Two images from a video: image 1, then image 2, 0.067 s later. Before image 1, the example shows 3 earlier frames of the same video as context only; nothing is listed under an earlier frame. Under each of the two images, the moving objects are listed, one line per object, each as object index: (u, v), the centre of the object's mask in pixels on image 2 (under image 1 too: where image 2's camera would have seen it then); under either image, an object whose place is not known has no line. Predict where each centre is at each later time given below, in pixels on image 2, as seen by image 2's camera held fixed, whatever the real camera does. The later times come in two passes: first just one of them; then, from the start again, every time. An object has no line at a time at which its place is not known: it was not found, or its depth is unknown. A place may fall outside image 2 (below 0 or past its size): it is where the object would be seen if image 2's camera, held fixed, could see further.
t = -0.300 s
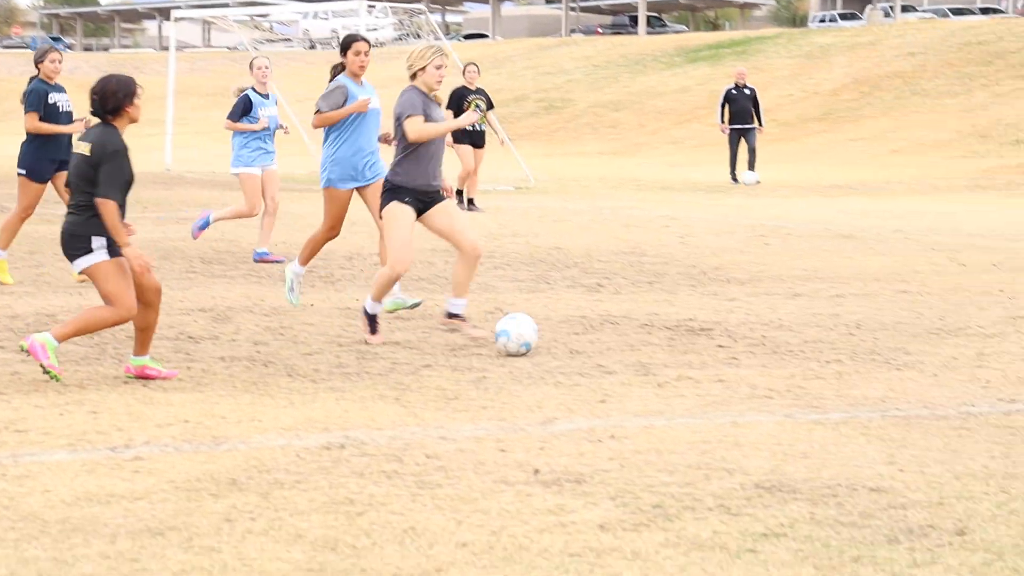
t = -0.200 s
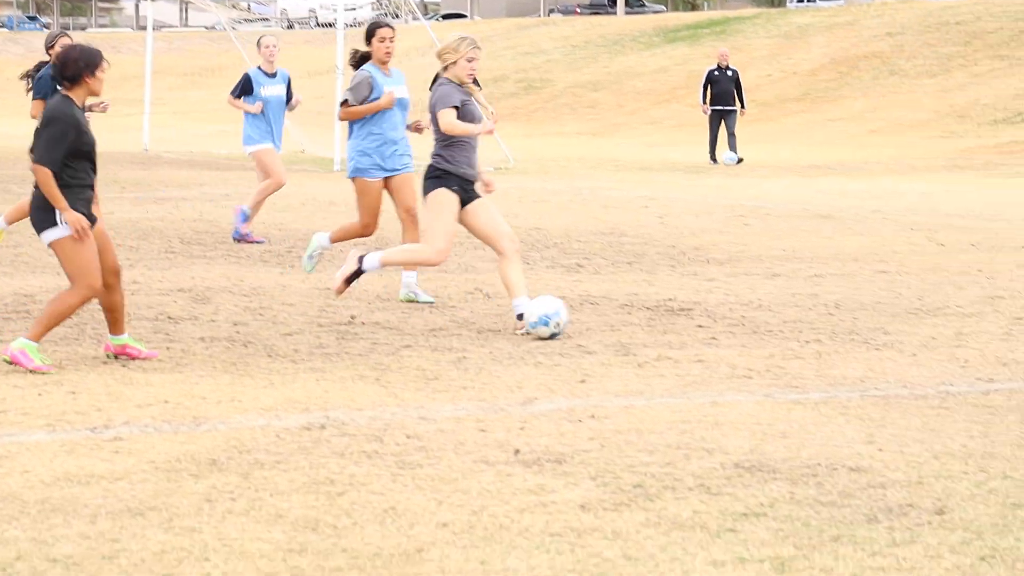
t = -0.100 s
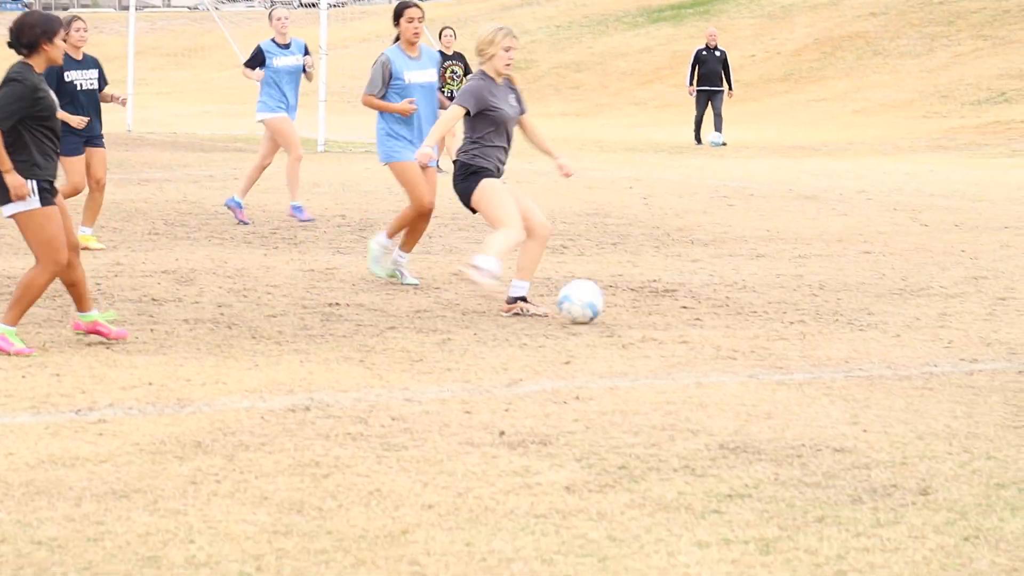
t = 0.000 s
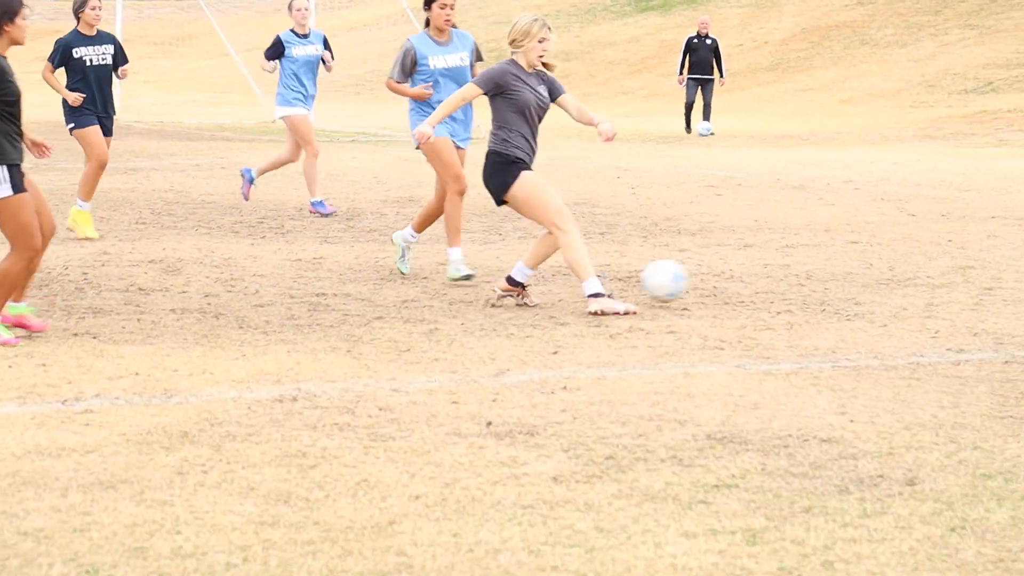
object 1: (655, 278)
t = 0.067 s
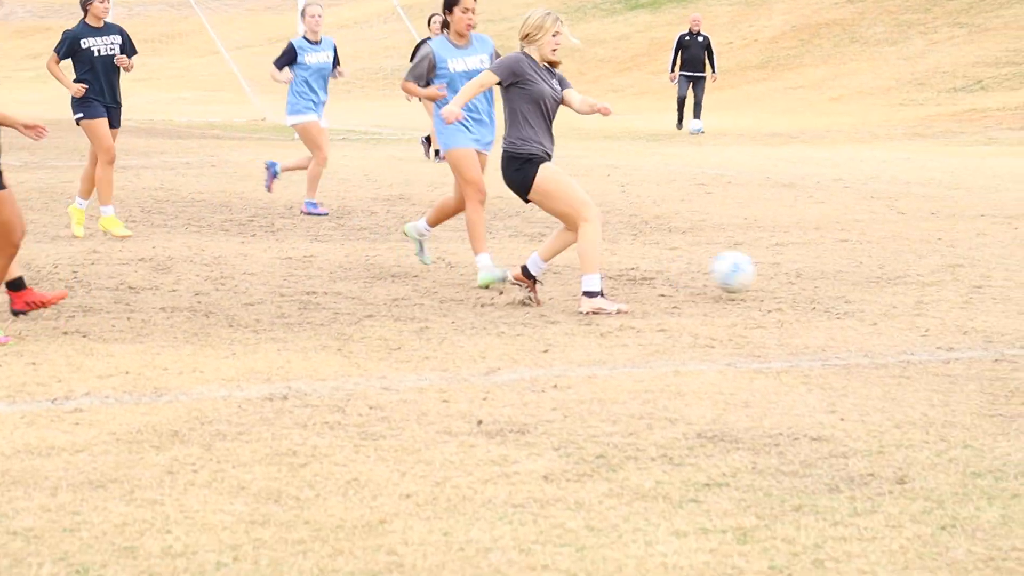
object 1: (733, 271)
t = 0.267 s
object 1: (931, 258)
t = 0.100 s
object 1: (770, 270)
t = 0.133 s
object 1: (805, 272)
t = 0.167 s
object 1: (839, 267)
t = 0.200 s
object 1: (871, 264)
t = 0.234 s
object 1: (902, 263)
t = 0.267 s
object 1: (931, 258)
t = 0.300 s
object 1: (959, 250)
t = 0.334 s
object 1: (986, 245)
